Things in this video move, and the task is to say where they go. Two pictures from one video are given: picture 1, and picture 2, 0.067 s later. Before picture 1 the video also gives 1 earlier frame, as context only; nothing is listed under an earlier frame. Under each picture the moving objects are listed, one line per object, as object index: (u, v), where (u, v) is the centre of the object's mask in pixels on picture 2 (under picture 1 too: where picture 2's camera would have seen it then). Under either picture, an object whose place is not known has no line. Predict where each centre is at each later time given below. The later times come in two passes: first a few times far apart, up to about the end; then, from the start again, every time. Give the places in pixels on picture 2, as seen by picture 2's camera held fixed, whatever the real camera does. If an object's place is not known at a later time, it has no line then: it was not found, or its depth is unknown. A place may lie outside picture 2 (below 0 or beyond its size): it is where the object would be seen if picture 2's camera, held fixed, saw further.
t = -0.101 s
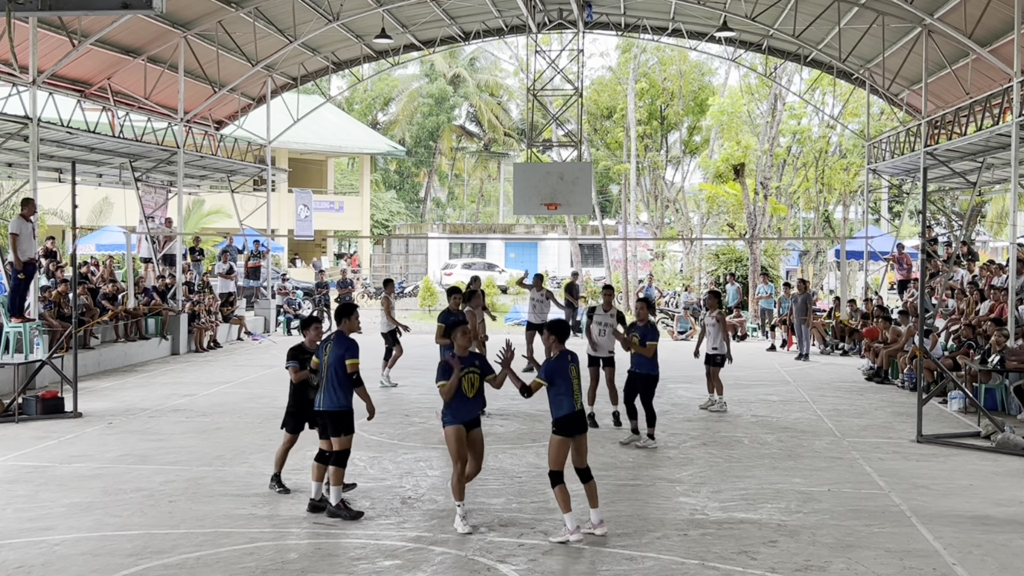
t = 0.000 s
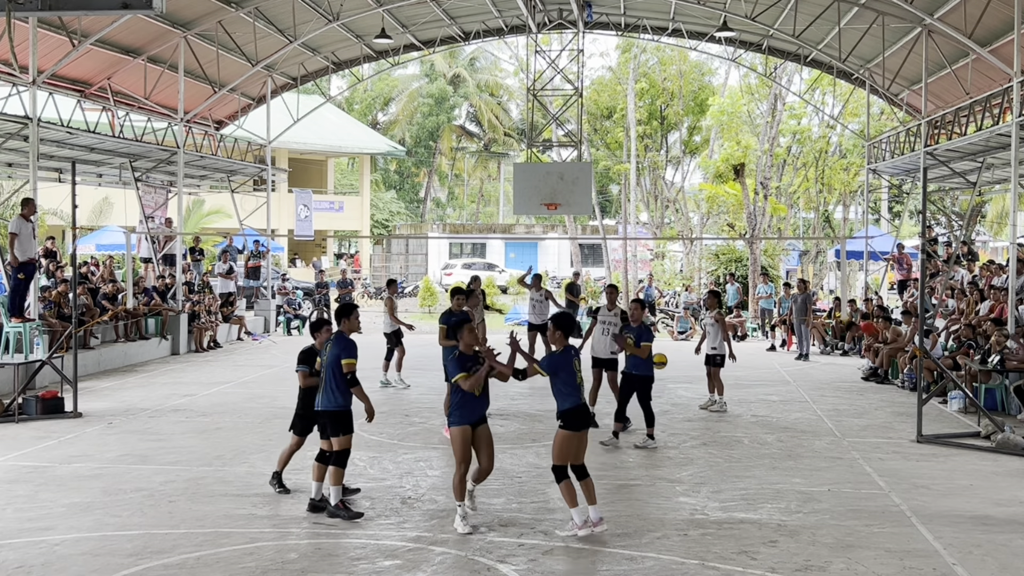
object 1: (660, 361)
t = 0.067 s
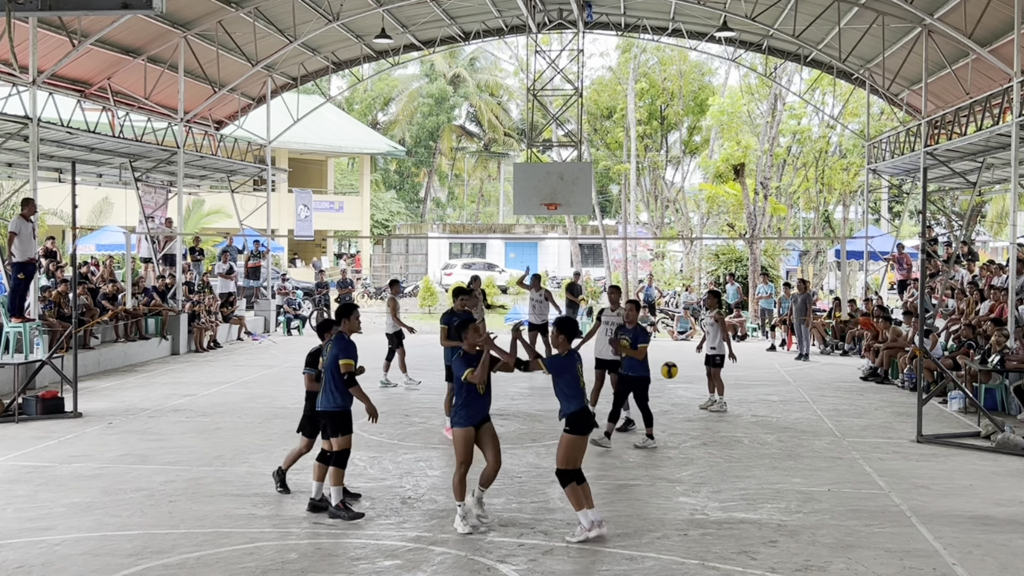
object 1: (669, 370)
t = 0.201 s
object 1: (690, 401)
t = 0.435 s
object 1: (724, 436)
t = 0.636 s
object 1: (742, 415)
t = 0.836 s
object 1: (765, 436)
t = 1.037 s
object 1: (789, 506)
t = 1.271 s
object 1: (824, 489)
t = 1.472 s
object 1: (858, 509)
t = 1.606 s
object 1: (885, 559)
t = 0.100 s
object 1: (674, 376)
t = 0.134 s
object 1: (680, 383)
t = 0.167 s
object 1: (685, 391)
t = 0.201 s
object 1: (690, 401)
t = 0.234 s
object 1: (696, 411)
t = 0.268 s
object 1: (702, 423)
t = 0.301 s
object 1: (708, 437)
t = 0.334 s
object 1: (714, 451)
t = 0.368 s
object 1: (718, 451)
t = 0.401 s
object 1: (720, 442)
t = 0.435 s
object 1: (724, 436)
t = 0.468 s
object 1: (726, 429)
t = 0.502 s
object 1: (729, 424)
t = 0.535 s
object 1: (732, 420)
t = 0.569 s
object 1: (736, 417)
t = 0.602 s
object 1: (739, 415)
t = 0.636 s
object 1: (742, 415)
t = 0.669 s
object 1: (746, 415)
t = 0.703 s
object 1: (749, 417)
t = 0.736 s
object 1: (753, 419)
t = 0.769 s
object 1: (757, 423)
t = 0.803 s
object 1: (760, 429)
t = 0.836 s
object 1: (765, 436)
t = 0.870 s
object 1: (769, 444)
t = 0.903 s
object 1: (772, 452)
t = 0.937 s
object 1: (776, 464)
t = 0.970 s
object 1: (781, 477)
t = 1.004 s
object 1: (786, 491)
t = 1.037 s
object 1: (789, 506)
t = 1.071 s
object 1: (794, 520)
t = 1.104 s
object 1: (799, 512)
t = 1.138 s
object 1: (803, 505)
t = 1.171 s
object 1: (809, 499)
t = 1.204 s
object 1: (814, 494)
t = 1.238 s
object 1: (818, 490)
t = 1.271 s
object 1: (824, 489)
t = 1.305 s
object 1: (829, 489)
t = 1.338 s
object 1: (835, 490)
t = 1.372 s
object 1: (841, 492)
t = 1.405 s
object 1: (846, 496)
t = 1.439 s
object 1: (853, 502)
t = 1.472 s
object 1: (858, 509)
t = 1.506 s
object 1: (865, 520)
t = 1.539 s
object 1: (871, 530)
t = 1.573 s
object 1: (878, 544)
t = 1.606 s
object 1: (885, 559)
